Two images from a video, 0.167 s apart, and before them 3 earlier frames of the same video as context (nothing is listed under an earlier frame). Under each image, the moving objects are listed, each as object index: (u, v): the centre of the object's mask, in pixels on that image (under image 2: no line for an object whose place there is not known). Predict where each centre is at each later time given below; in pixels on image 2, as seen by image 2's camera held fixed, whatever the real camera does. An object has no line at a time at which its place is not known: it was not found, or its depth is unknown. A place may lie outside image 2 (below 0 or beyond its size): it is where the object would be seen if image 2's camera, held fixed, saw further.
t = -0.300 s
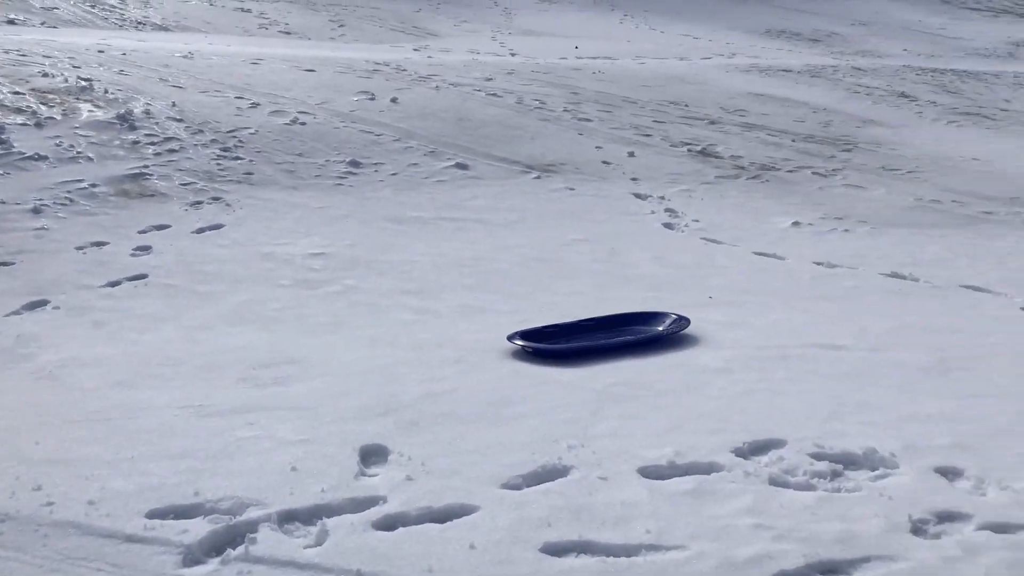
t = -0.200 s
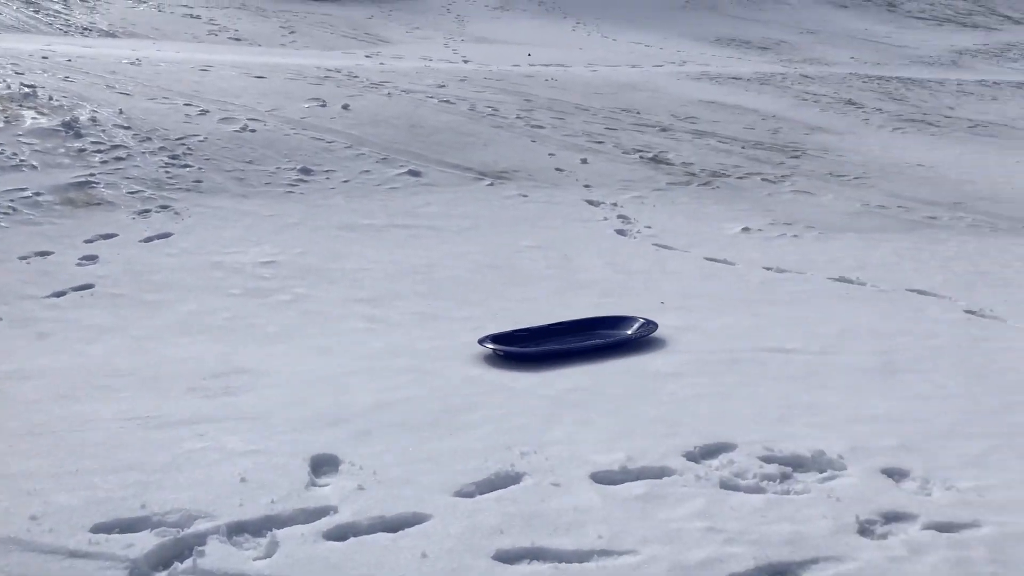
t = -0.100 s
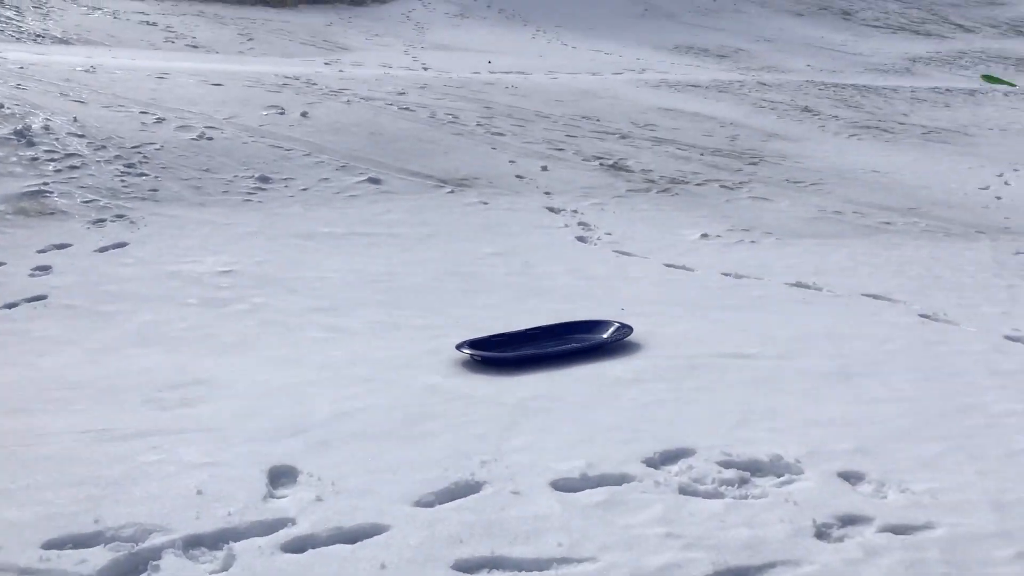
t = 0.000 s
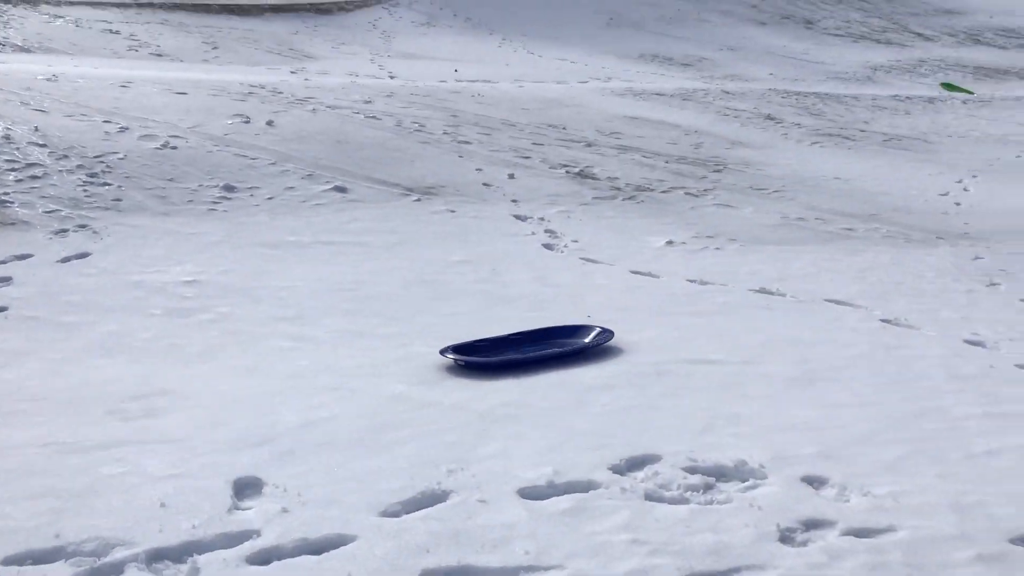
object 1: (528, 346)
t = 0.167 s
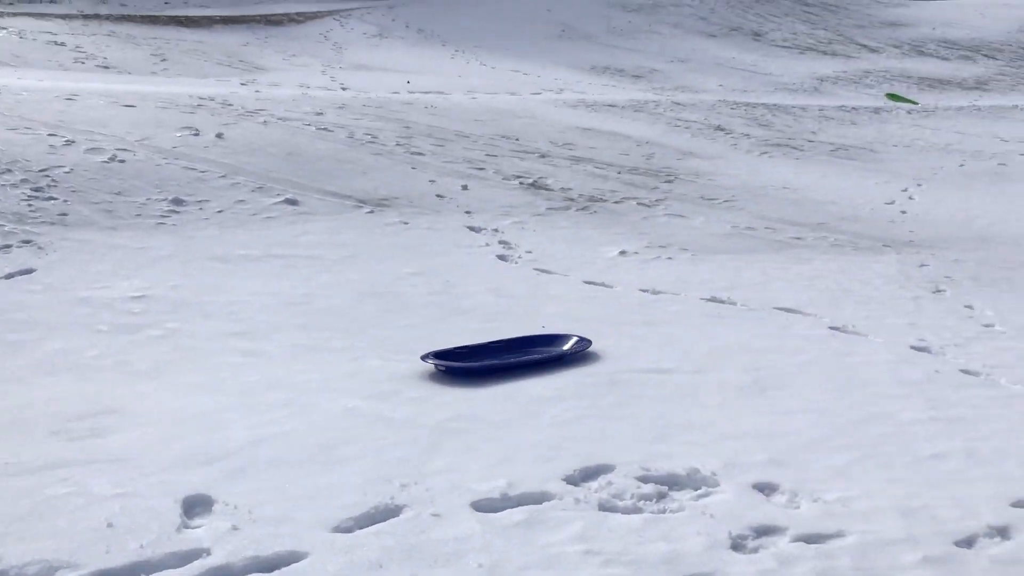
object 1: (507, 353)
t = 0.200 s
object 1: (511, 353)
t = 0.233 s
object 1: (516, 352)
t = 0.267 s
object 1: (522, 351)
